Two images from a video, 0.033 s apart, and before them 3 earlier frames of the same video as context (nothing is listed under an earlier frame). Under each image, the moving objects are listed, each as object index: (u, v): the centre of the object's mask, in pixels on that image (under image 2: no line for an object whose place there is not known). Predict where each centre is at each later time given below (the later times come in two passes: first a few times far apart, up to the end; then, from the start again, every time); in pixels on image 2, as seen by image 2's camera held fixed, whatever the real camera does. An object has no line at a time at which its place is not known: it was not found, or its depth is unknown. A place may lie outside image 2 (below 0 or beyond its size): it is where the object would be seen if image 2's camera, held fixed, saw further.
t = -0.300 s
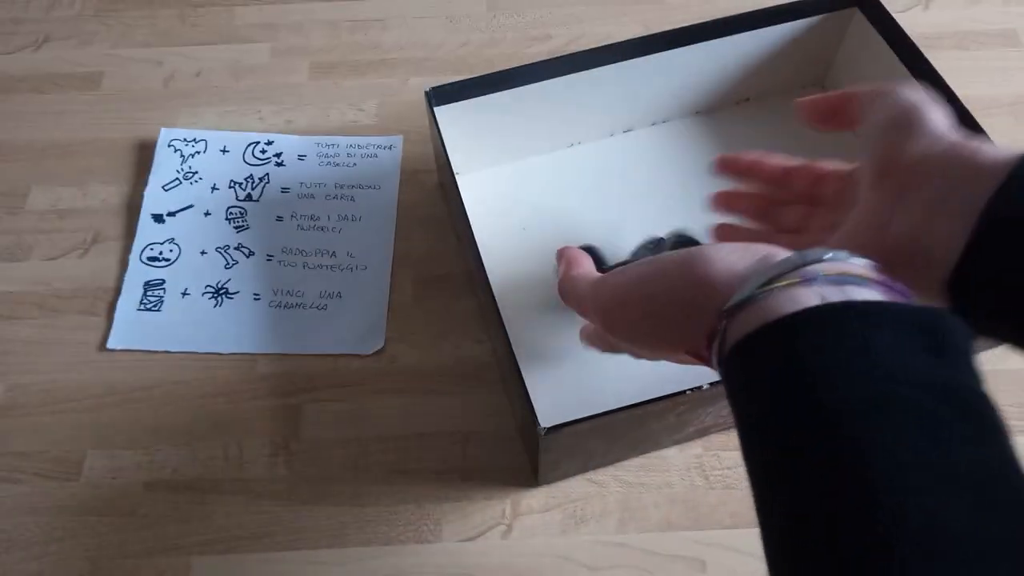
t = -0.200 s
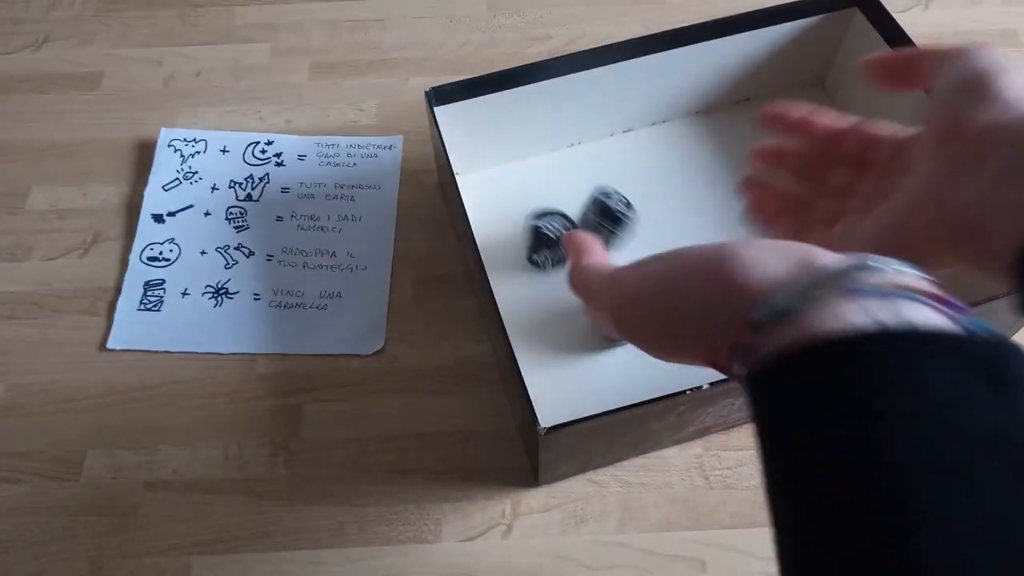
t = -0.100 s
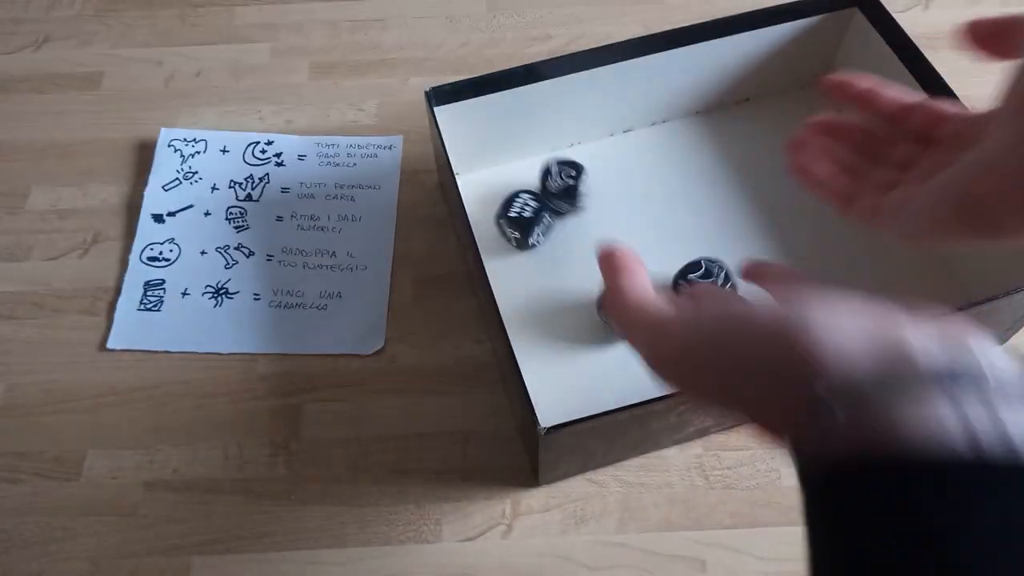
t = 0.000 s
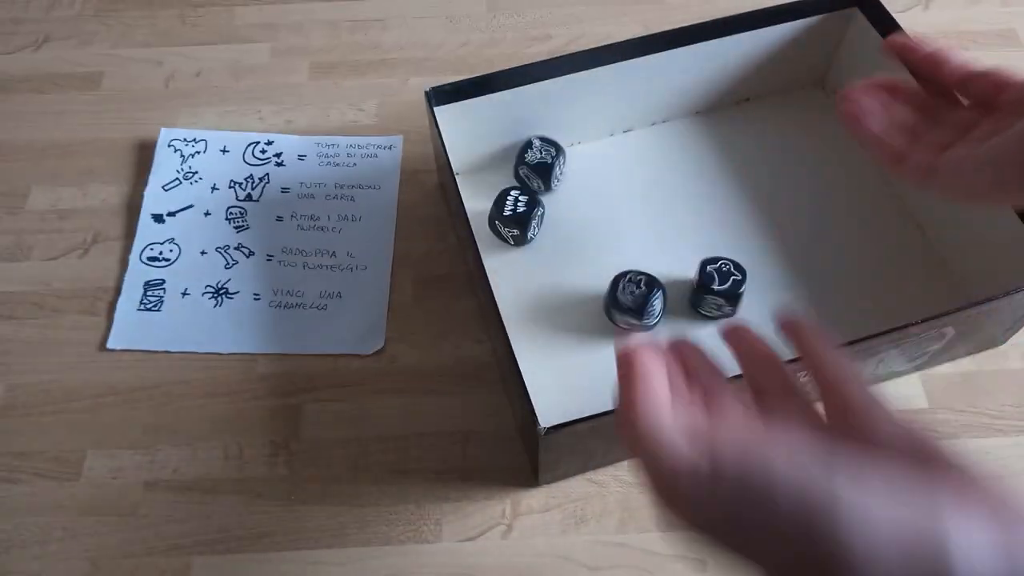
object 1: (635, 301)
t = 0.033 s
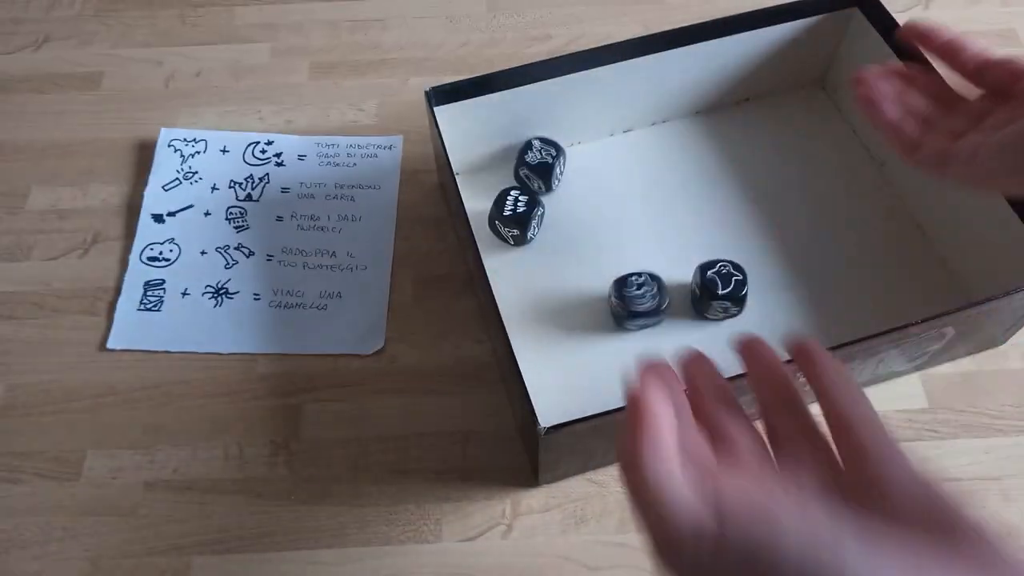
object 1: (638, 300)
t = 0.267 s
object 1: (652, 306)
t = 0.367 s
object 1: (654, 314)
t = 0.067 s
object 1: (640, 299)
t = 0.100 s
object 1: (642, 300)
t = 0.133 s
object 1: (646, 300)
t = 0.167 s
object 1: (647, 301)
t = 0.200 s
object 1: (650, 302)
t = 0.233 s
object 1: (651, 303)
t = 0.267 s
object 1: (652, 306)
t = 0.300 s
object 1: (654, 308)
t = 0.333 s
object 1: (654, 310)
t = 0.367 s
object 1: (654, 314)
